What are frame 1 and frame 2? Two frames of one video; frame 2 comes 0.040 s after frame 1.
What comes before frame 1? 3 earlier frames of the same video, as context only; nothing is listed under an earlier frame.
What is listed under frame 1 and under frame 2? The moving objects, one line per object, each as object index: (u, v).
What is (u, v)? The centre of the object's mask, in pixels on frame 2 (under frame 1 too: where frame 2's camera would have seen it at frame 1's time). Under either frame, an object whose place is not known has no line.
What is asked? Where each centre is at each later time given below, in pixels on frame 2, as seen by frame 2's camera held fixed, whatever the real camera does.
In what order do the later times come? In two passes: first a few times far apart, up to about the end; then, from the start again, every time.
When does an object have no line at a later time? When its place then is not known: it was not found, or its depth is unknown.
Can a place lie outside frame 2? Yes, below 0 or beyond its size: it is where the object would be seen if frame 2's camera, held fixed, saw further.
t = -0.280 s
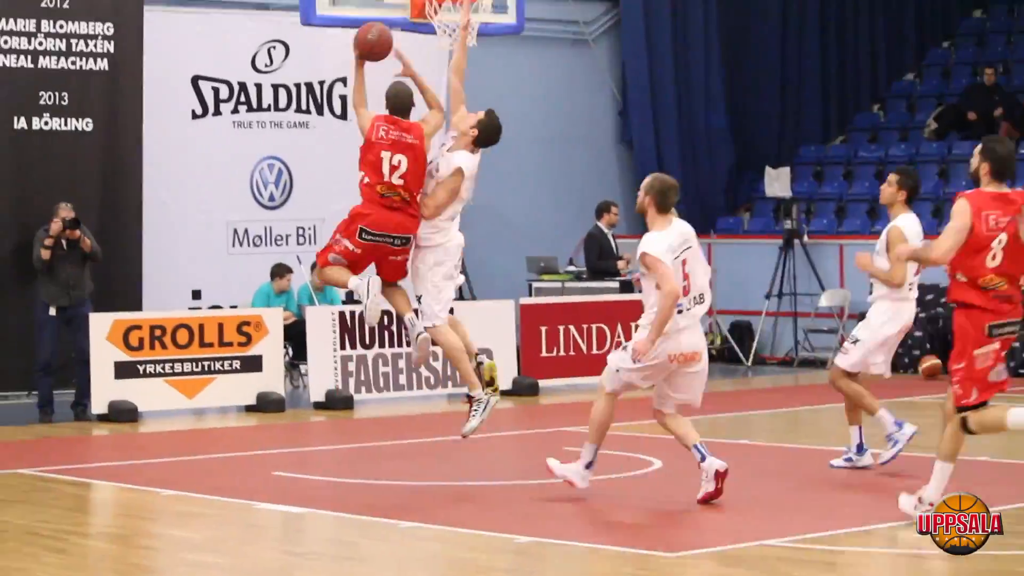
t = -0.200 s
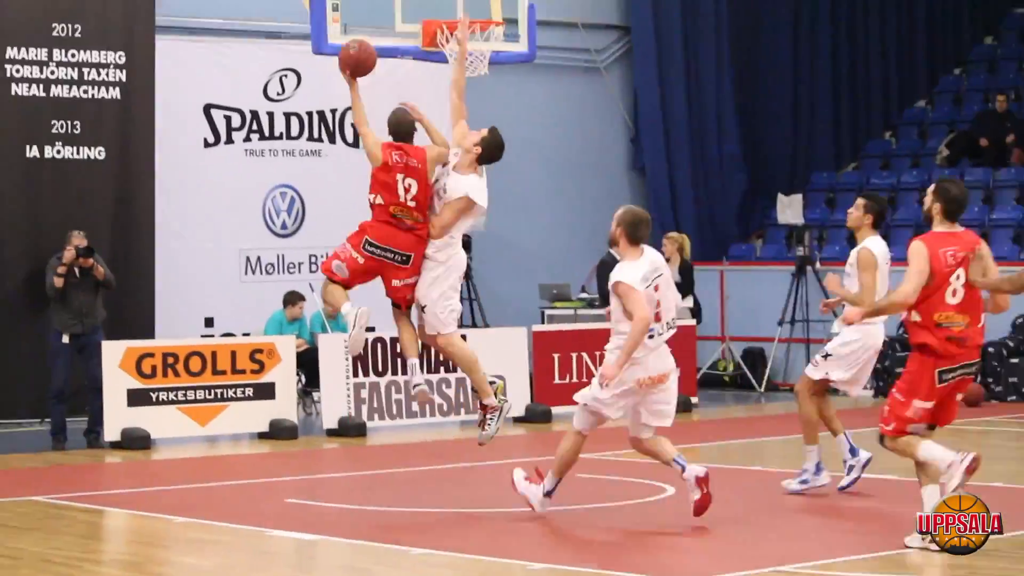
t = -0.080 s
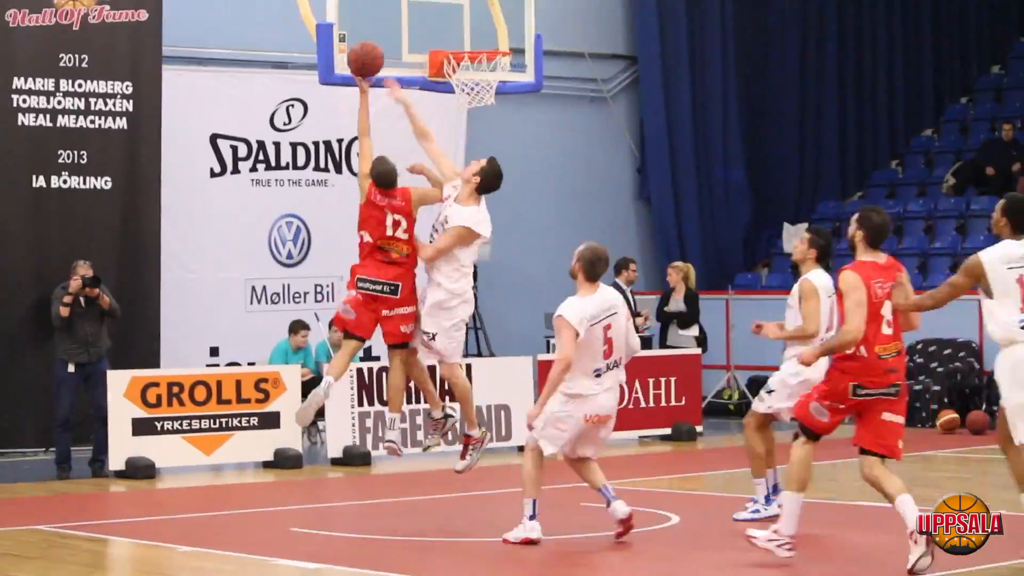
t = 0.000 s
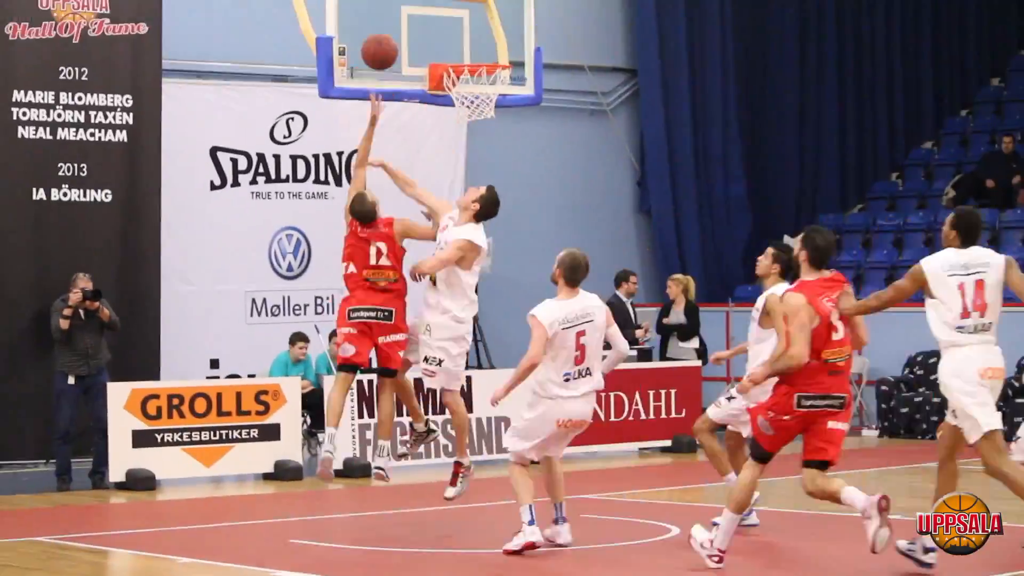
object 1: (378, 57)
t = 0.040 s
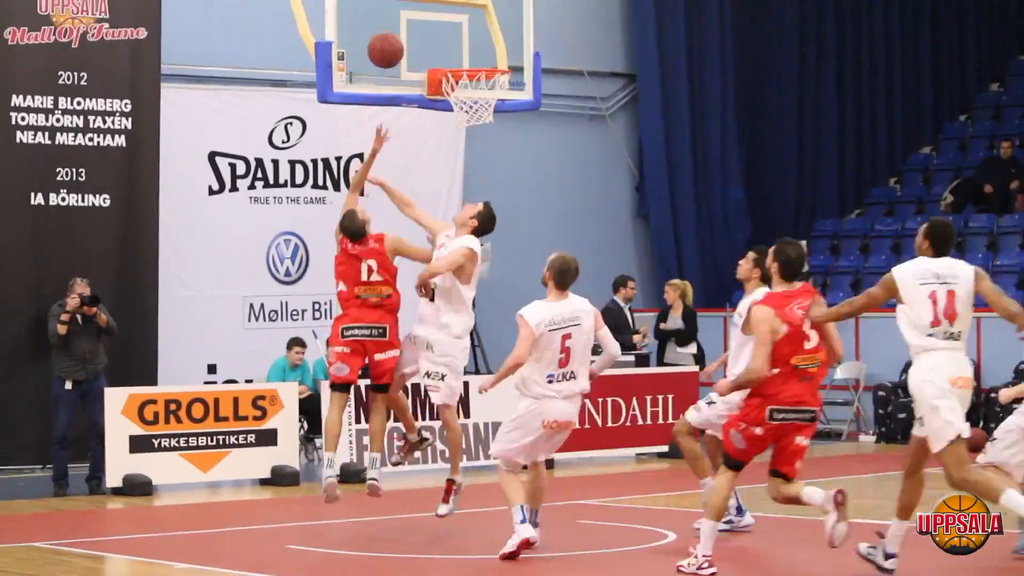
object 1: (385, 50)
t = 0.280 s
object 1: (455, 50)
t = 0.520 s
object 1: (483, 111)
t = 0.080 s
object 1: (396, 45)
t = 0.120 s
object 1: (408, 41)
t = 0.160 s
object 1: (420, 40)
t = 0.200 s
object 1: (432, 41)
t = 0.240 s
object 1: (444, 45)
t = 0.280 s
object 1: (455, 50)
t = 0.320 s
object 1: (467, 55)
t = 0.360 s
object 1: (479, 69)
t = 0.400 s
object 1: (487, 84)
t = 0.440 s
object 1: (488, 92)
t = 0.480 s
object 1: (487, 102)
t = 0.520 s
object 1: (483, 111)
